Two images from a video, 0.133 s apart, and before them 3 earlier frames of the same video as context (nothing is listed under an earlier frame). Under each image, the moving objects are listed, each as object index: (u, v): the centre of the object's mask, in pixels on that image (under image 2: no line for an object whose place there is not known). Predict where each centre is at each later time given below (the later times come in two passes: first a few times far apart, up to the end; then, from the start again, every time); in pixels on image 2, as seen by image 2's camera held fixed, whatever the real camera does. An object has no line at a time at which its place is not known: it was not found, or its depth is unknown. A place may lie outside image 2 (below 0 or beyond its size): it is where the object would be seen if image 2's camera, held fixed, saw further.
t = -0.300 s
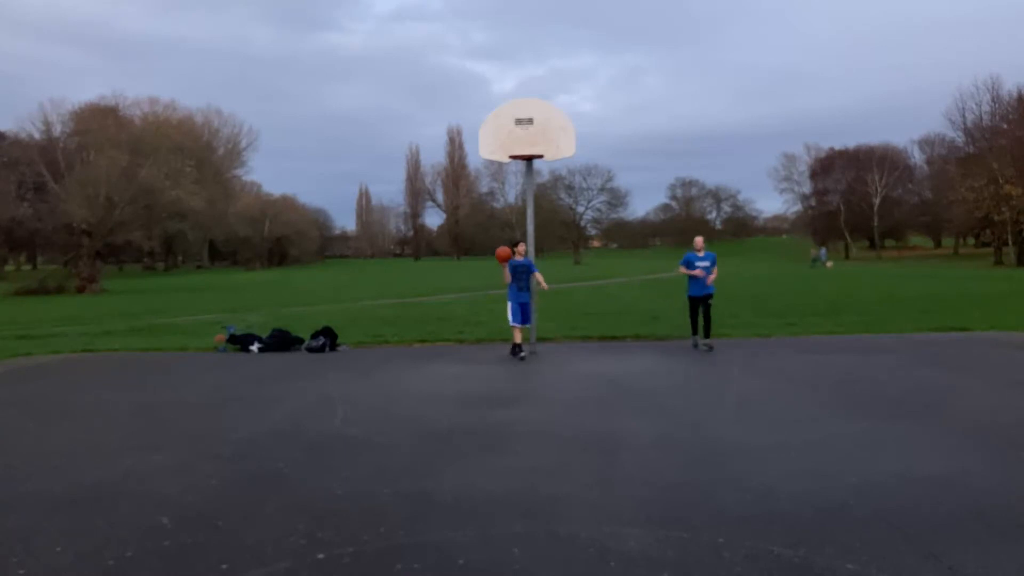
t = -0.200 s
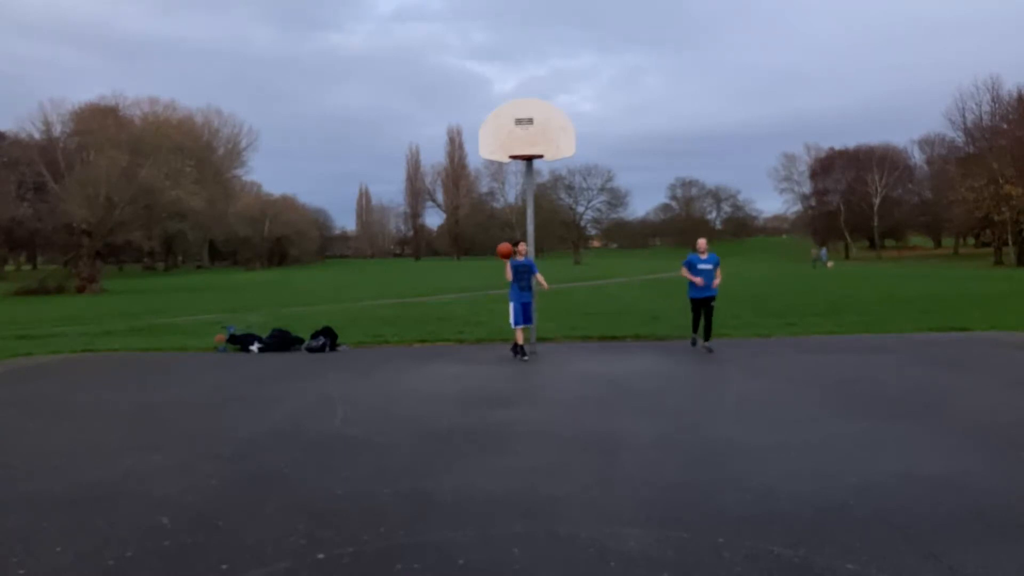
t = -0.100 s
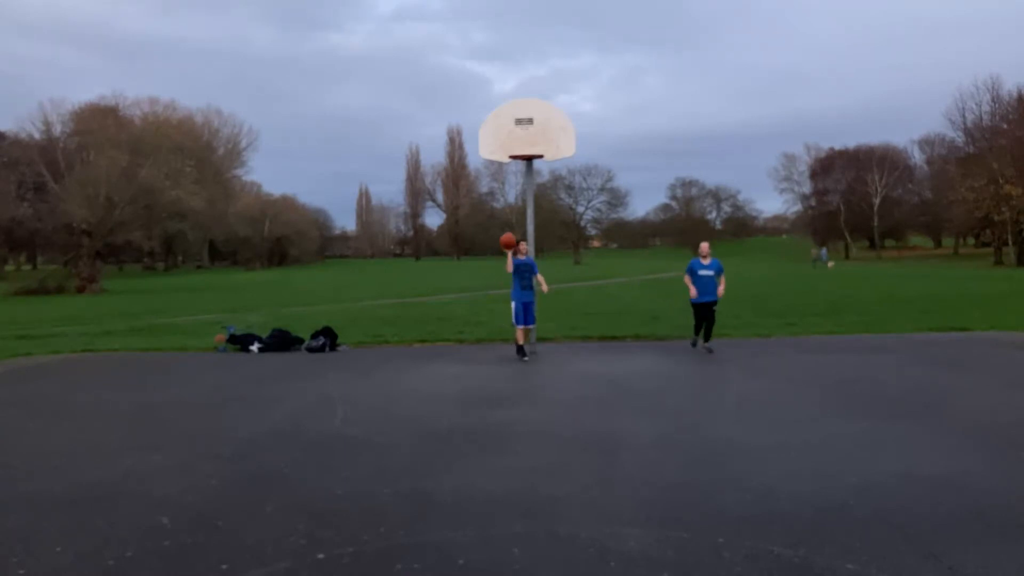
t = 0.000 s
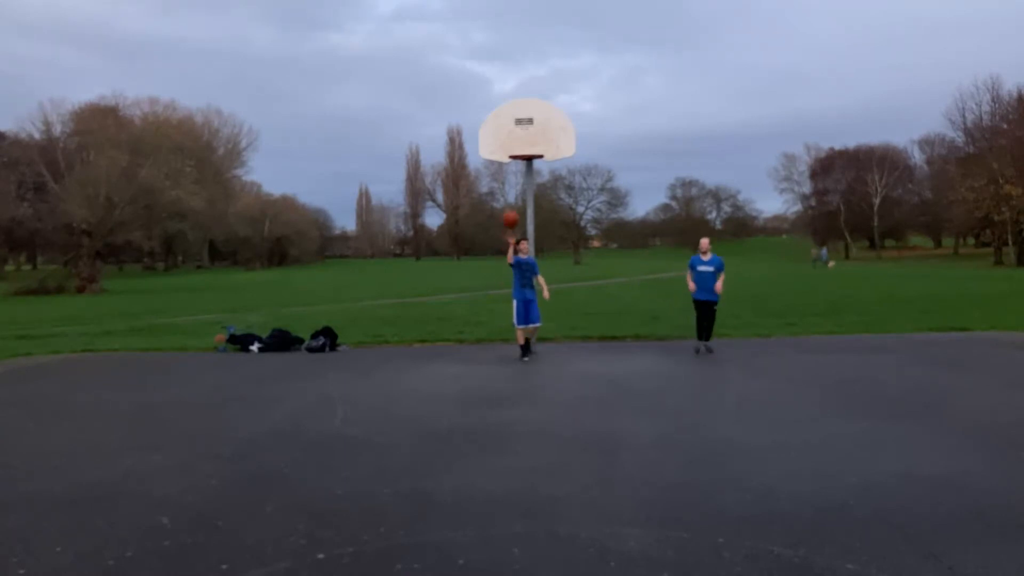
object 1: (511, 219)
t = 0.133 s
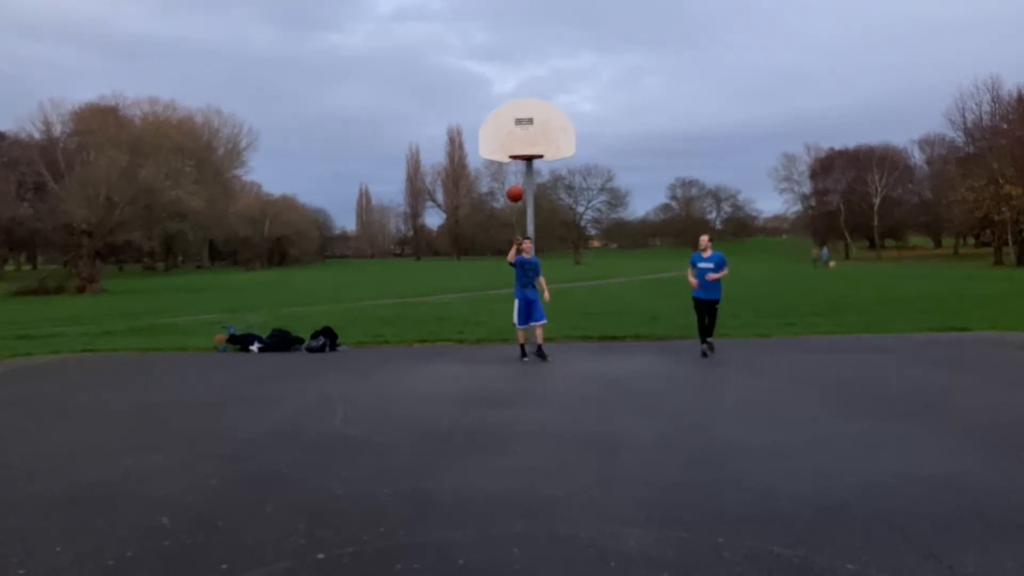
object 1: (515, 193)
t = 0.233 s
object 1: (518, 182)
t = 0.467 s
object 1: (527, 184)
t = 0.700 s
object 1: (538, 229)
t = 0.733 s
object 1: (539, 240)
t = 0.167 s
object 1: (516, 189)
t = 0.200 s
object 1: (516, 185)
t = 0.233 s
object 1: (518, 182)
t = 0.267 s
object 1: (519, 179)
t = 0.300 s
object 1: (520, 178)
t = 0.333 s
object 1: (521, 178)
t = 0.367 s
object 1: (522, 178)
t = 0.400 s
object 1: (524, 179)
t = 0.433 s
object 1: (525, 181)
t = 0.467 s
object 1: (527, 184)
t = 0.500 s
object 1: (528, 188)
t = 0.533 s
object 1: (529, 192)
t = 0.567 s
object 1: (531, 198)
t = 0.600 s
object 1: (533, 204)
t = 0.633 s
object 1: (535, 212)
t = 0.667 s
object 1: (536, 220)
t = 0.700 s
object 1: (538, 229)
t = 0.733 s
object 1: (539, 240)
